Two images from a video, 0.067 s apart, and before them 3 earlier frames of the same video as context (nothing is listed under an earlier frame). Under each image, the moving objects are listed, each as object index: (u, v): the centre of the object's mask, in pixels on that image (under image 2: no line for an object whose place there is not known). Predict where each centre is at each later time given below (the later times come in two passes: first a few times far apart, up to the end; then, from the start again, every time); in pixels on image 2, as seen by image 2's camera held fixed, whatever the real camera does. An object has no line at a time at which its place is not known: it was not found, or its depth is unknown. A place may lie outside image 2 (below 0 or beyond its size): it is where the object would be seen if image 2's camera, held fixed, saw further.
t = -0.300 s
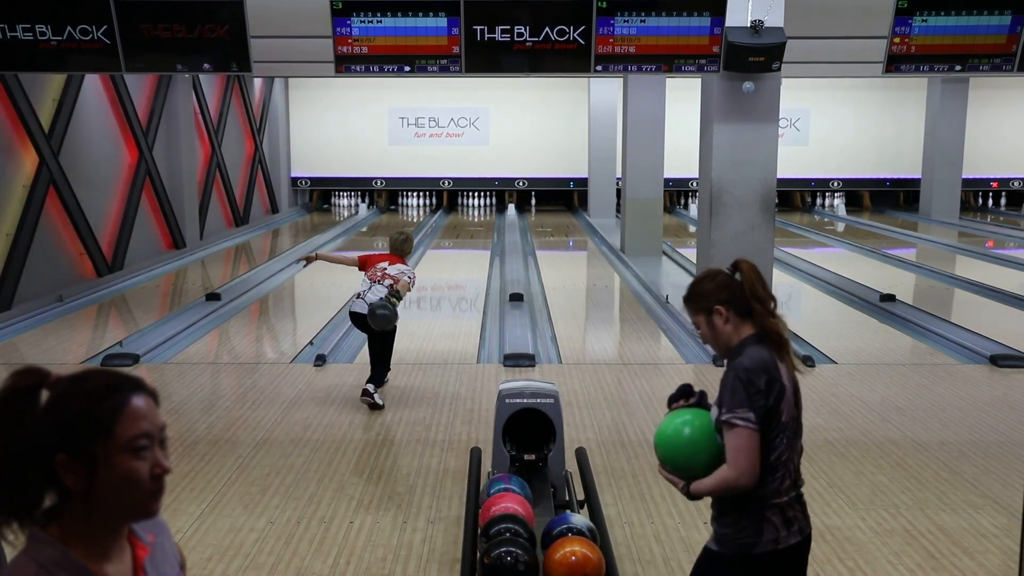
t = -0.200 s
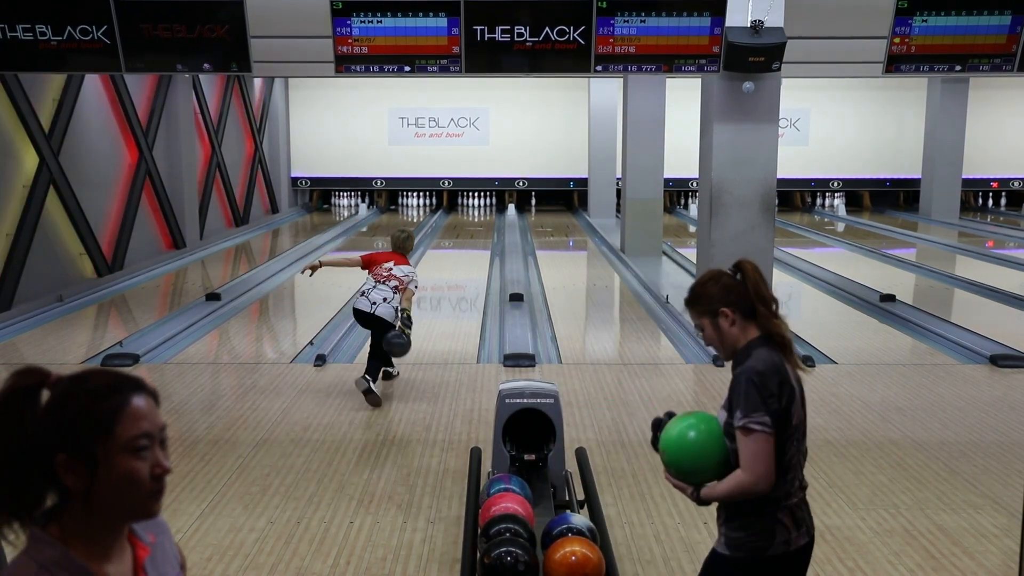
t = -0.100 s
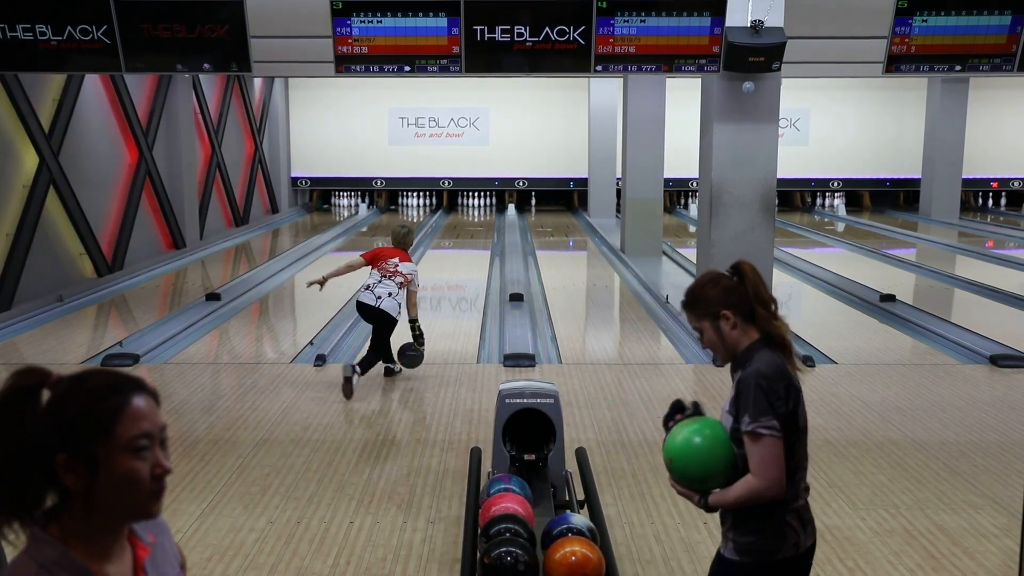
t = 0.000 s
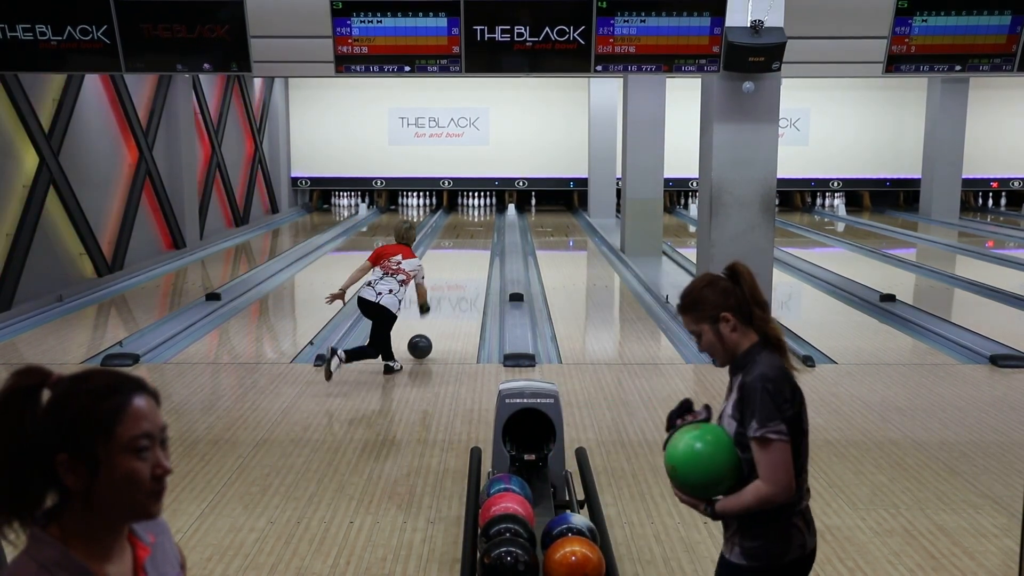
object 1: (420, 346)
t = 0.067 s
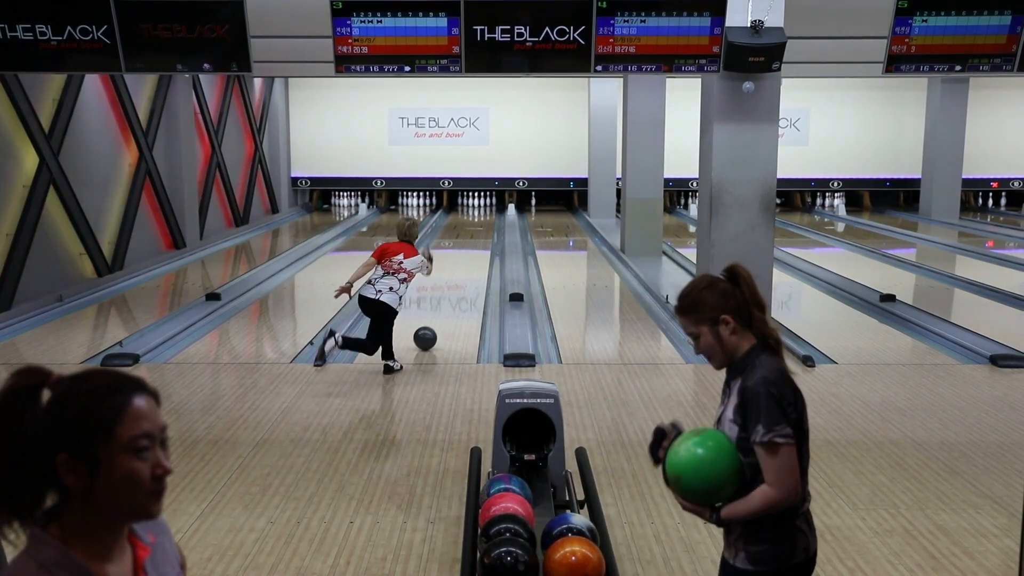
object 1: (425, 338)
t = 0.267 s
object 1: (438, 313)
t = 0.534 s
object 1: (451, 288)
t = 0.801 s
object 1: (460, 269)
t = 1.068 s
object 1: (467, 255)
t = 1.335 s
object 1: (472, 243)
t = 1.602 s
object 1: (476, 234)
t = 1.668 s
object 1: (477, 232)
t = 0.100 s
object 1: (427, 333)
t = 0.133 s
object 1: (430, 329)
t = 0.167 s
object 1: (432, 325)
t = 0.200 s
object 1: (434, 321)
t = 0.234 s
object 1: (436, 317)
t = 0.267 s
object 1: (438, 313)
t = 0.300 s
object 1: (440, 310)
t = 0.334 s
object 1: (441, 306)
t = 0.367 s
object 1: (443, 303)
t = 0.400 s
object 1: (445, 300)
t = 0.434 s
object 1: (446, 297)
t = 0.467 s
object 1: (448, 294)
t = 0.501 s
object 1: (449, 291)
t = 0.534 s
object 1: (451, 288)
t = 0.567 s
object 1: (453, 286)
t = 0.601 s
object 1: (453, 283)
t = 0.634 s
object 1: (454, 281)
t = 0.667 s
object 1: (456, 278)
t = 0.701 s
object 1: (457, 276)
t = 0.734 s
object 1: (458, 274)
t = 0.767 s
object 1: (459, 271)
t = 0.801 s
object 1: (460, 269)
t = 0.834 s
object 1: (461, 267)
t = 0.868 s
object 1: (462, 265)
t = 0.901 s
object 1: (463, 263)
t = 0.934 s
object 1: (464, 262)
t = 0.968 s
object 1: (464, 260)
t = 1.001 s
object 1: (465, 258)
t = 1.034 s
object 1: (466, 257)
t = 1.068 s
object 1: (467, 255)
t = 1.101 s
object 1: (468, 253)
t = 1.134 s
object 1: (468, 251)
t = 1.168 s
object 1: (469, 250)
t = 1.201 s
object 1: (470, 249)
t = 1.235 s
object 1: (470, 247)
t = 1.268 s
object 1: (471, 246)
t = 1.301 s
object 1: (471, 244)
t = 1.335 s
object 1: (472, 243)
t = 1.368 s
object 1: (473, 242)
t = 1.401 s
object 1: (473, 241)
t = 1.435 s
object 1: (474, 239)
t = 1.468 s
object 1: (474, 238)
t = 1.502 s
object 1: (475, 237)
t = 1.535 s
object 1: (475, 236)
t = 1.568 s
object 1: (476, 235)
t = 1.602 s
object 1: (476, 234)
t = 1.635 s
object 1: (476, 232)
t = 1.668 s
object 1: (477, 232)
